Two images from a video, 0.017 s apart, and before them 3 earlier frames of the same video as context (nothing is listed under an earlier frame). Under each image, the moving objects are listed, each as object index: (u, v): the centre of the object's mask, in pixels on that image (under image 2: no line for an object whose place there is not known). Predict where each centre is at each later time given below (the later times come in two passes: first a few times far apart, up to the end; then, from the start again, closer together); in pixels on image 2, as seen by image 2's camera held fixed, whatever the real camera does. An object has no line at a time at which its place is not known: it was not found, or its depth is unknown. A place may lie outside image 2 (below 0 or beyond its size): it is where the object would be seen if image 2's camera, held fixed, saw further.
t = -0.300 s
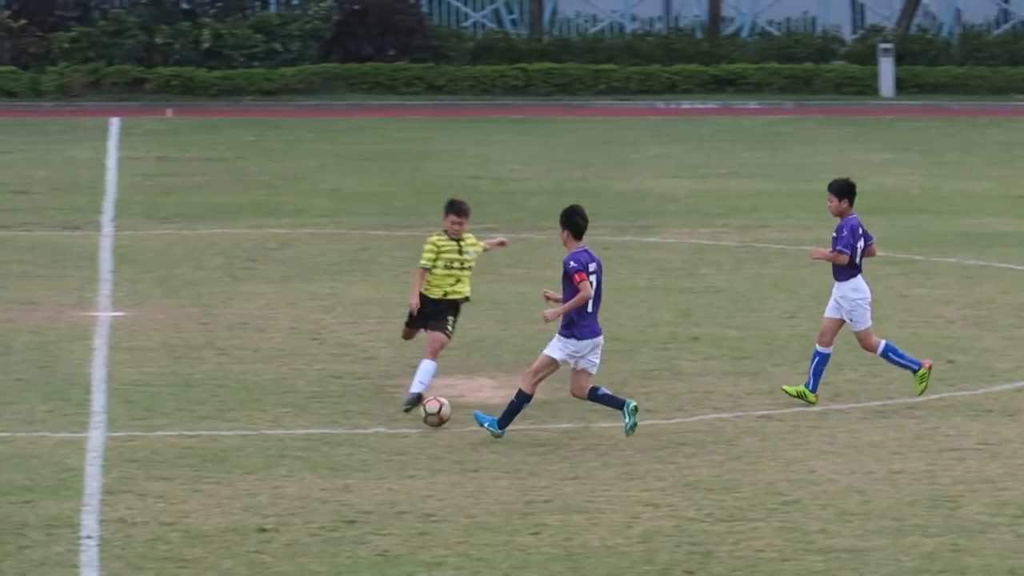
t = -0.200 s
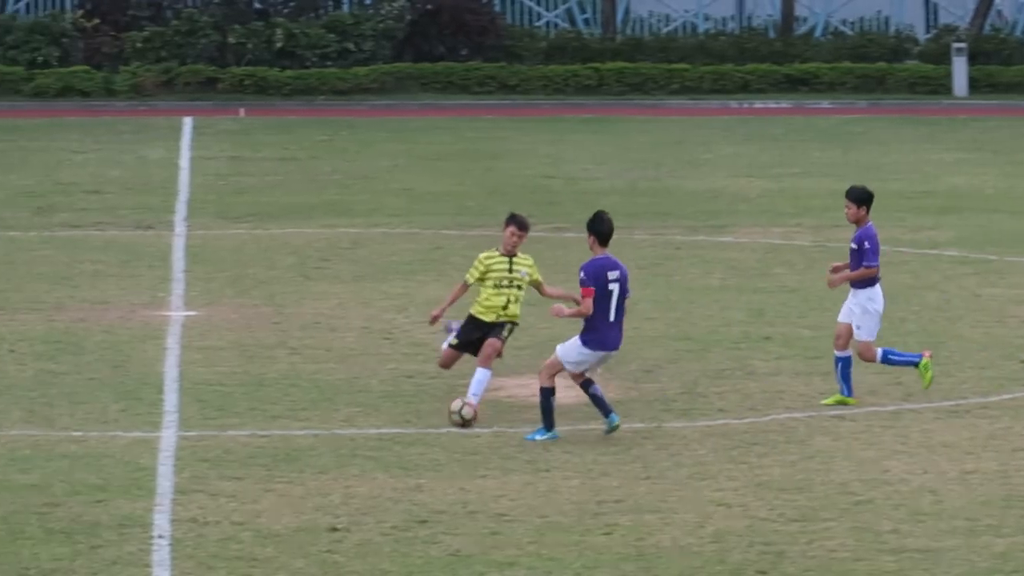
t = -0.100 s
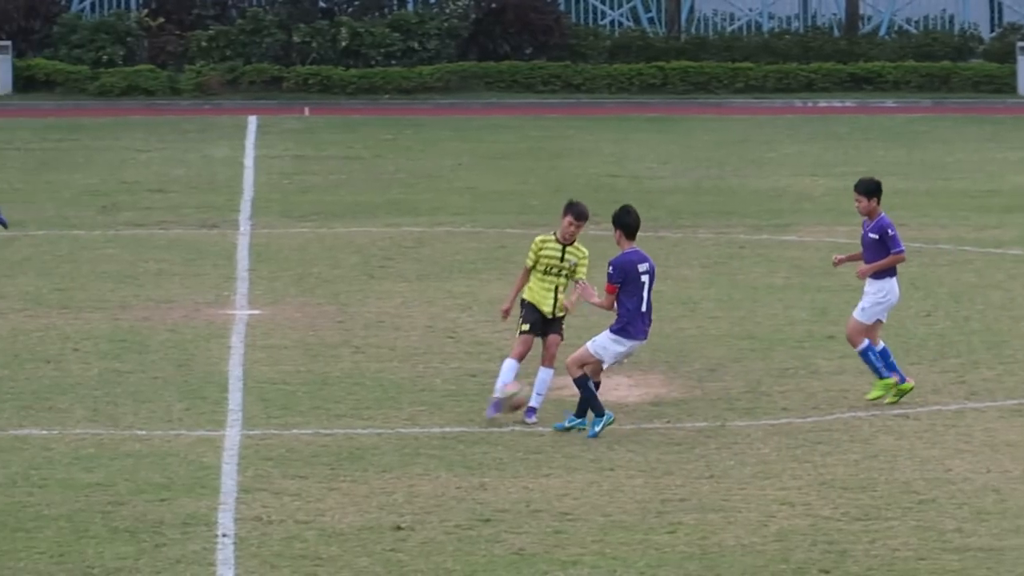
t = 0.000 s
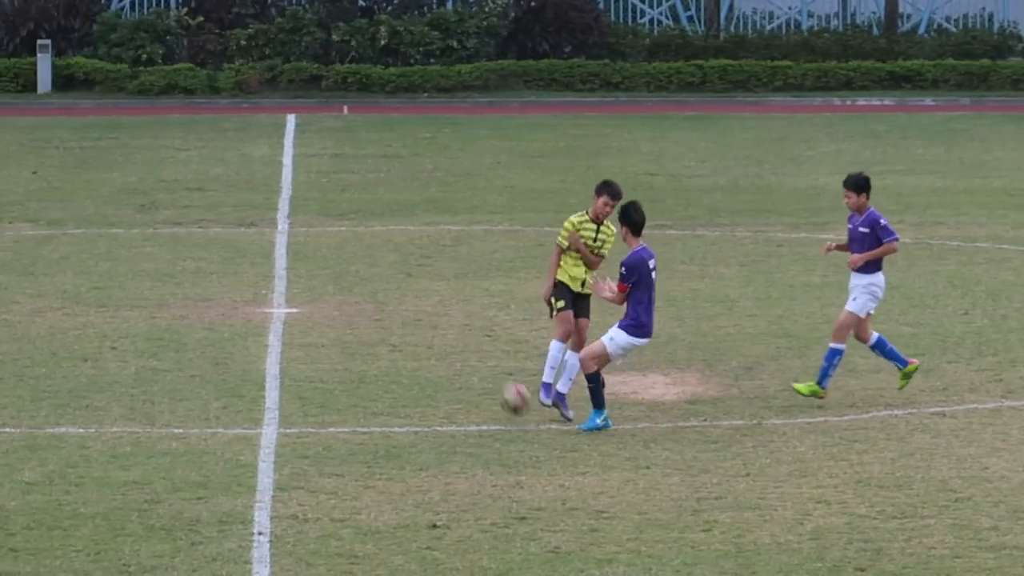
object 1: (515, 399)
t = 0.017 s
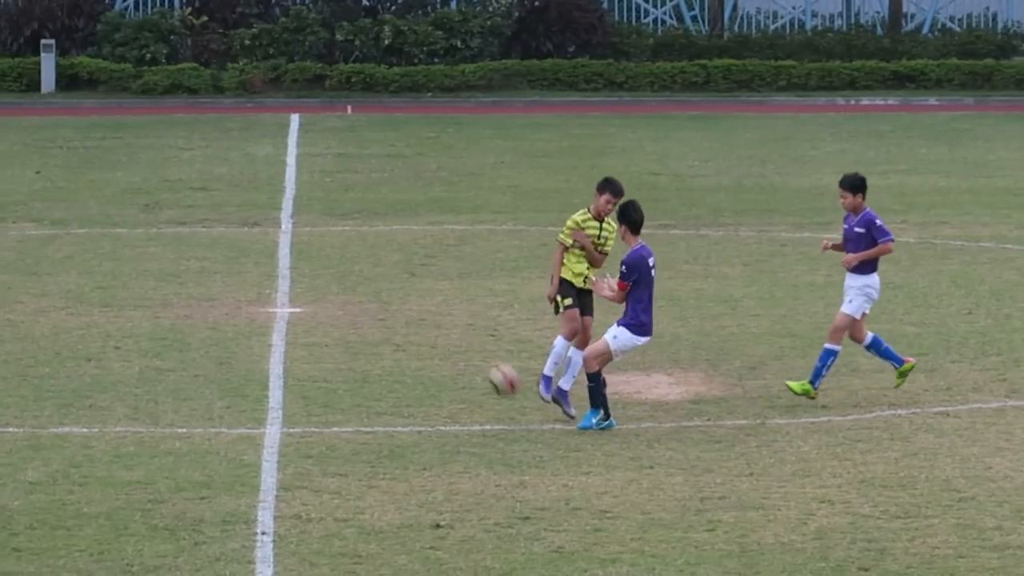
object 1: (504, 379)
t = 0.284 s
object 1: (288, 159)
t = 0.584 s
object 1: (74, 63)
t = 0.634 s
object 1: (39, 61)
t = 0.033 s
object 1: (490, 362)
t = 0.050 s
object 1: (477, 344)
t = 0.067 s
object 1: (463, 328)
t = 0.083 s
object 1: (448, 312)
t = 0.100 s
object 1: (434, 297)
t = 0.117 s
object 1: (421, 282)
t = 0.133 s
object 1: (407, 266)
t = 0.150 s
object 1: (394, 253)
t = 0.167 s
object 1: (380, 240)
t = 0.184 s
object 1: (365, 227)
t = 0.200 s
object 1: (354, 214)
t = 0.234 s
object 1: (327, 190)
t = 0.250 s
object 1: (314, 180)
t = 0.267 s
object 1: (301, 170)
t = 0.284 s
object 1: (288, 159)
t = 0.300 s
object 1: (276, 149)
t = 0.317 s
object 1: (262, 140)
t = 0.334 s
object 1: (251, 133)
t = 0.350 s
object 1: (237, 124)
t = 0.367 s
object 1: (225, 117)
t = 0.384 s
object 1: (214, 110)
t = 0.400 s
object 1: (201, 103)
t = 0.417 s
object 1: (189, 97)
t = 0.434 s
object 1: (177, 92)
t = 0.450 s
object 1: (165, 88)
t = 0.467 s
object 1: (154, 83)
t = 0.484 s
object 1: (142, 78)
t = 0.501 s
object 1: (130, 75)
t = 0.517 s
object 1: (118, 72)
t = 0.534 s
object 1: (107, 70)
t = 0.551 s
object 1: (96, 67)
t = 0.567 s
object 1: (84, 65)
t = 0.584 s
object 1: (74, 63)
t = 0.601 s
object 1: (62, 62)
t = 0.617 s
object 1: (51, 61)
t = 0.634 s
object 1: (39, 61)
